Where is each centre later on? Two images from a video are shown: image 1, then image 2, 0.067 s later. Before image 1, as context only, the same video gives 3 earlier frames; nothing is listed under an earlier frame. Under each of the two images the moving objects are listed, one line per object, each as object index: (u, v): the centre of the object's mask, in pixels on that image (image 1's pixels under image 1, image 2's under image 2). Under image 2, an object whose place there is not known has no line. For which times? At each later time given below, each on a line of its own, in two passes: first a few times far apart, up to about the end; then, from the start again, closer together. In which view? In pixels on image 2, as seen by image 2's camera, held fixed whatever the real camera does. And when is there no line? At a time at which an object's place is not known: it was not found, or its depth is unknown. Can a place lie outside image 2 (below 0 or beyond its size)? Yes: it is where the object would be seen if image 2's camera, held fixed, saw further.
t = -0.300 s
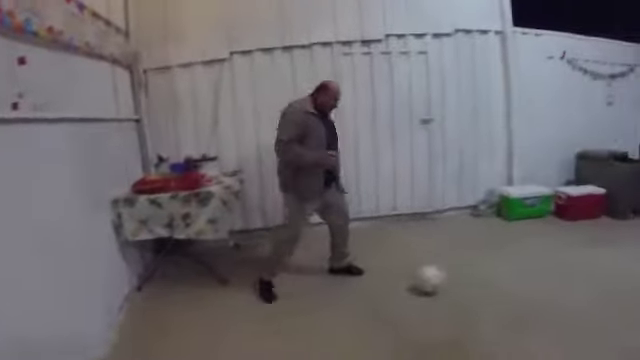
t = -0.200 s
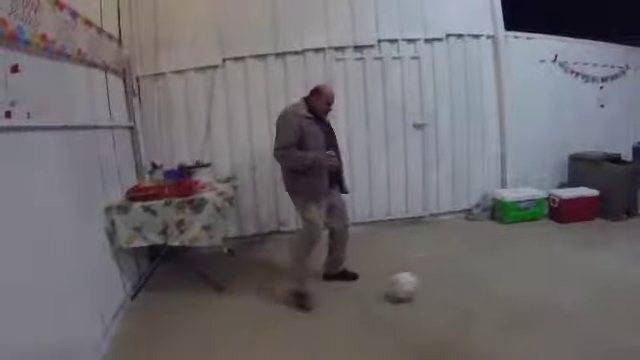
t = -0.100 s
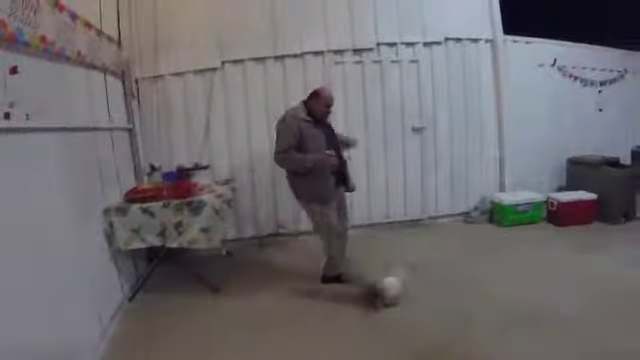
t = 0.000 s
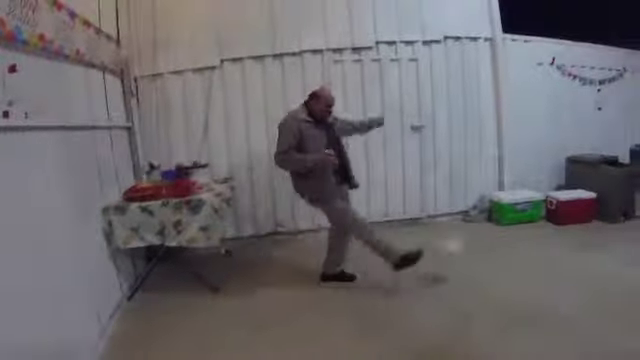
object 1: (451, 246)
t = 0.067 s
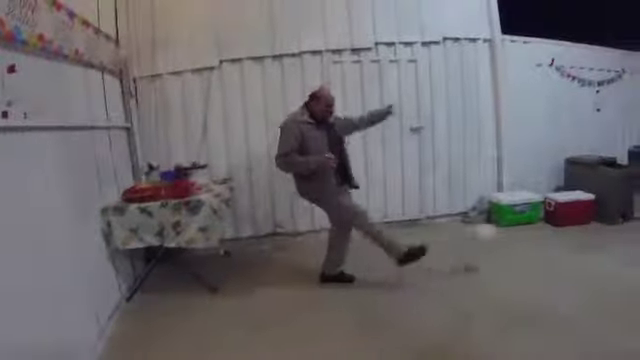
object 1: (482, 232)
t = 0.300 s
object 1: (567, 219)
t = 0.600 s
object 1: (600, 202)
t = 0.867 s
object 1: (581, 236)
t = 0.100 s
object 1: (498, 226)
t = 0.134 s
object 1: (513, 222)
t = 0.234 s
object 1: (549, 217)
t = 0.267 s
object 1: (558, 219)
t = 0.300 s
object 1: (567, 219)
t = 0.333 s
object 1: (576, 223)
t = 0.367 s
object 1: (584, 222)
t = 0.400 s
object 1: (589, 217)
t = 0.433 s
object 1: (594, 212)
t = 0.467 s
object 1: (600, 208)
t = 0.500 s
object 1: (603, 204)
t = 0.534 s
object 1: (602, 203)
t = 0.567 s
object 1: (602, 202)
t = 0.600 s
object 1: (600, 202)
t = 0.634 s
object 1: (597, 203)
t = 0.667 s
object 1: (595, 205)
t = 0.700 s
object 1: (593, 207)
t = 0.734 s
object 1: (591, 210)
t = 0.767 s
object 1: (588, 214)
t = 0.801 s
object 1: (586, 222)
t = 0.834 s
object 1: (583, 230)
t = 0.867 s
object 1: (581, 236)
